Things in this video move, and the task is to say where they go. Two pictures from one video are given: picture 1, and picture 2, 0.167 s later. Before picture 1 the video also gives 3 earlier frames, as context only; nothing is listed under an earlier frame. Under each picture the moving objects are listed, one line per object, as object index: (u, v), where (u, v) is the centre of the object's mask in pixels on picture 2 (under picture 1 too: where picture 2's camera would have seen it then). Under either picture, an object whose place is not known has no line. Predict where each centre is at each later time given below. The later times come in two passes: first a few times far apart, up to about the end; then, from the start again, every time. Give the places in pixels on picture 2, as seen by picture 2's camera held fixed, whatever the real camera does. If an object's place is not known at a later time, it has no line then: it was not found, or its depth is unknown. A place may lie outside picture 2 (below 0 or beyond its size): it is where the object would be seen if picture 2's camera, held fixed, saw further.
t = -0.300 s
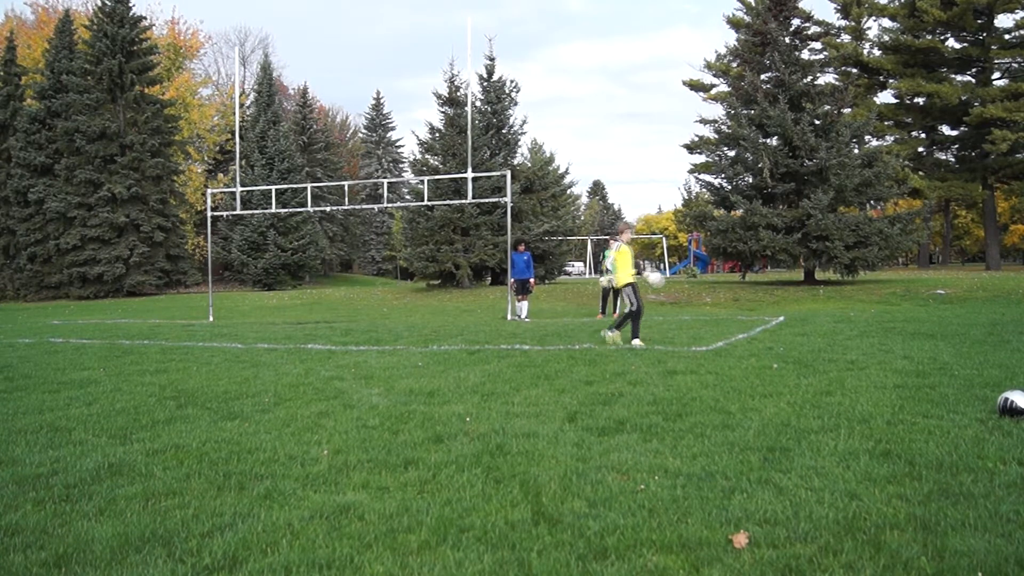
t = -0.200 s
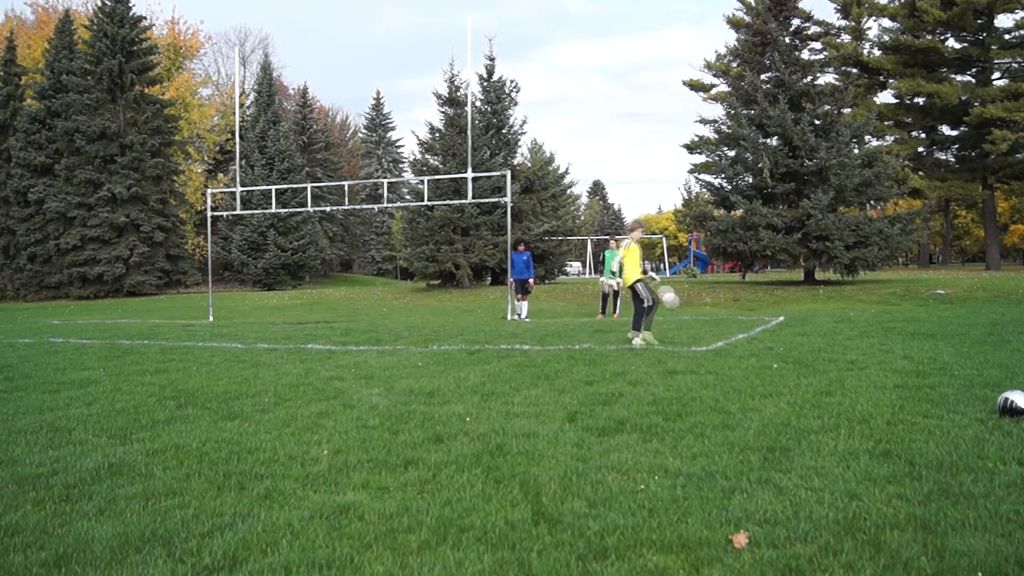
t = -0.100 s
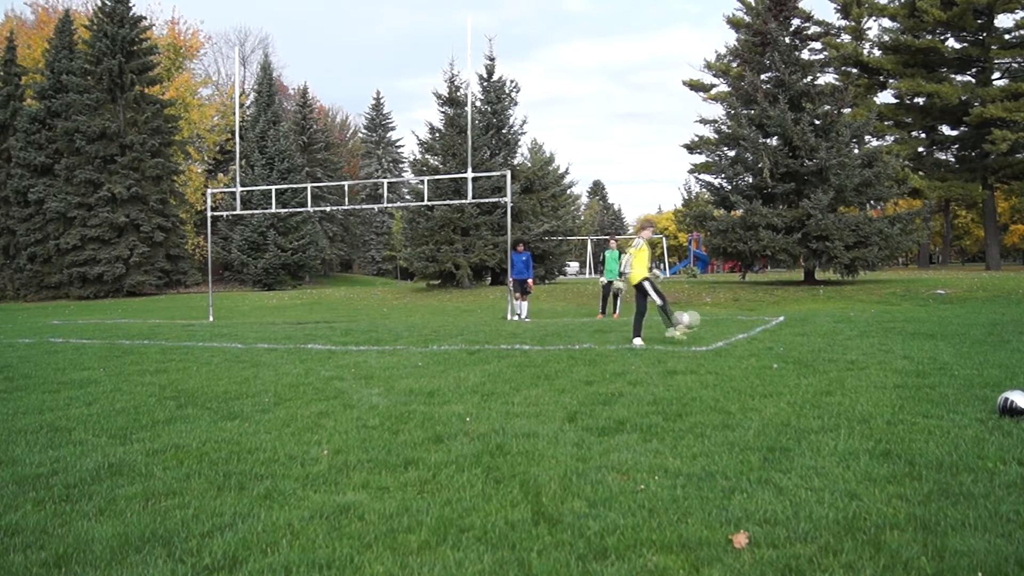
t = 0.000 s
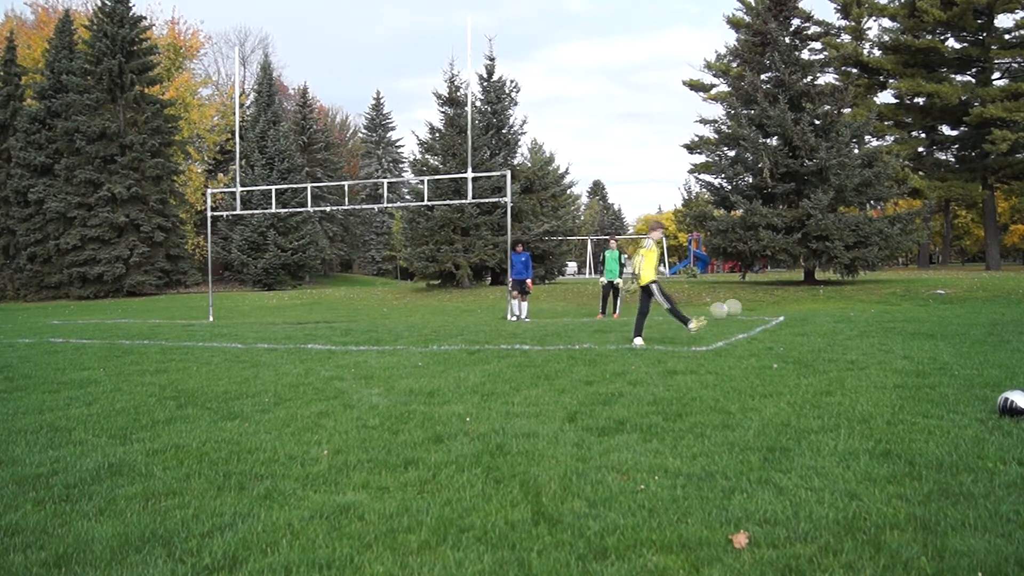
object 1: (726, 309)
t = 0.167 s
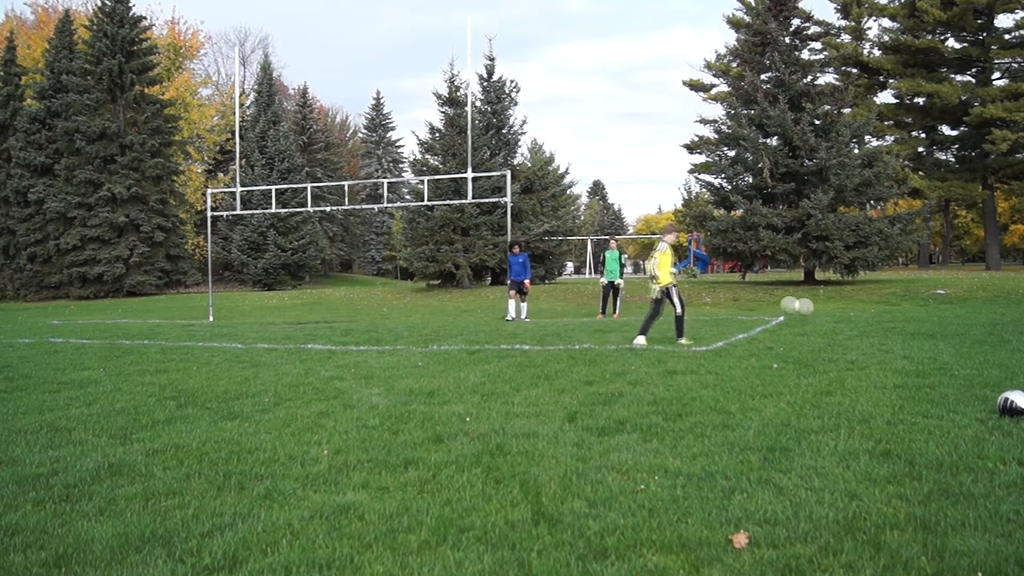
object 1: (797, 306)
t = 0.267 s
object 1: (840, 315)
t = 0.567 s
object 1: (957, 336)
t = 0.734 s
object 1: (1011, 344)
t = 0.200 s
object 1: (811, 308)
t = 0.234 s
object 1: (826, 311)
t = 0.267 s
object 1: (840, 315)
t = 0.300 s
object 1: (855, 321)
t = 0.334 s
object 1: (870, 327)
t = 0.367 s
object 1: (885, 335)
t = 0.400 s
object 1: (898, 341)
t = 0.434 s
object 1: (913, 343)
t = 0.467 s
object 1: (924, 341)
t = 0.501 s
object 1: (935, 339)
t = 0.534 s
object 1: (946, 337)
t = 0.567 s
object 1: (957, 336)
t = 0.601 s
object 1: (969, 335)
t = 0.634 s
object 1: (980, 335)
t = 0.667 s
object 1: (991, 338)
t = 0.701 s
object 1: (1003, 340)
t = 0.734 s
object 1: (1011, 344)
